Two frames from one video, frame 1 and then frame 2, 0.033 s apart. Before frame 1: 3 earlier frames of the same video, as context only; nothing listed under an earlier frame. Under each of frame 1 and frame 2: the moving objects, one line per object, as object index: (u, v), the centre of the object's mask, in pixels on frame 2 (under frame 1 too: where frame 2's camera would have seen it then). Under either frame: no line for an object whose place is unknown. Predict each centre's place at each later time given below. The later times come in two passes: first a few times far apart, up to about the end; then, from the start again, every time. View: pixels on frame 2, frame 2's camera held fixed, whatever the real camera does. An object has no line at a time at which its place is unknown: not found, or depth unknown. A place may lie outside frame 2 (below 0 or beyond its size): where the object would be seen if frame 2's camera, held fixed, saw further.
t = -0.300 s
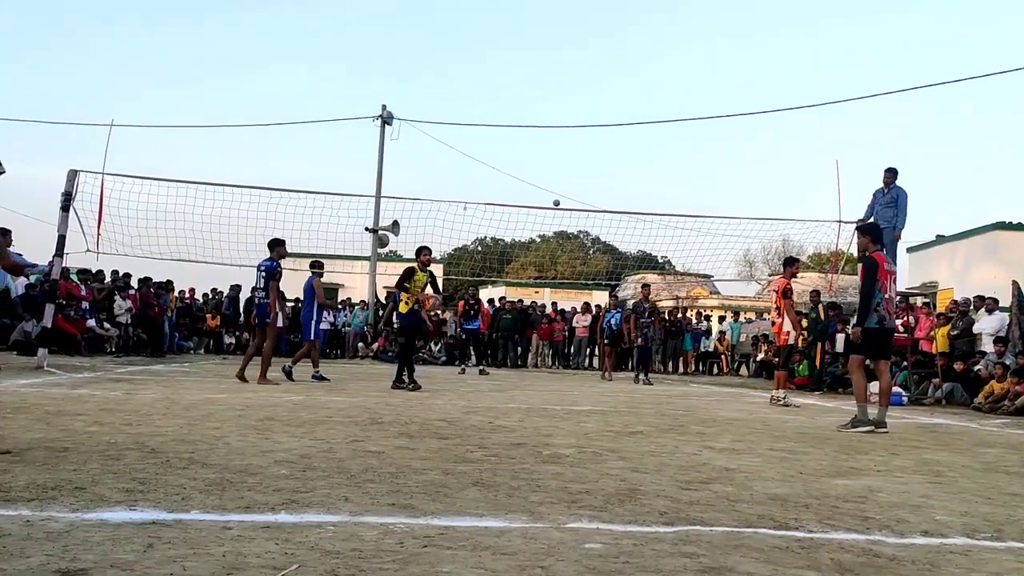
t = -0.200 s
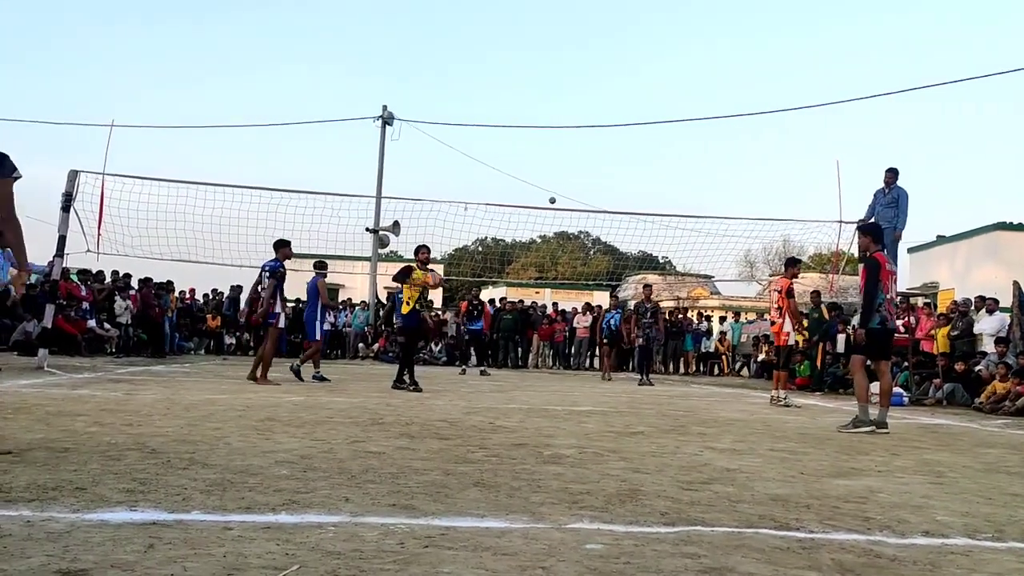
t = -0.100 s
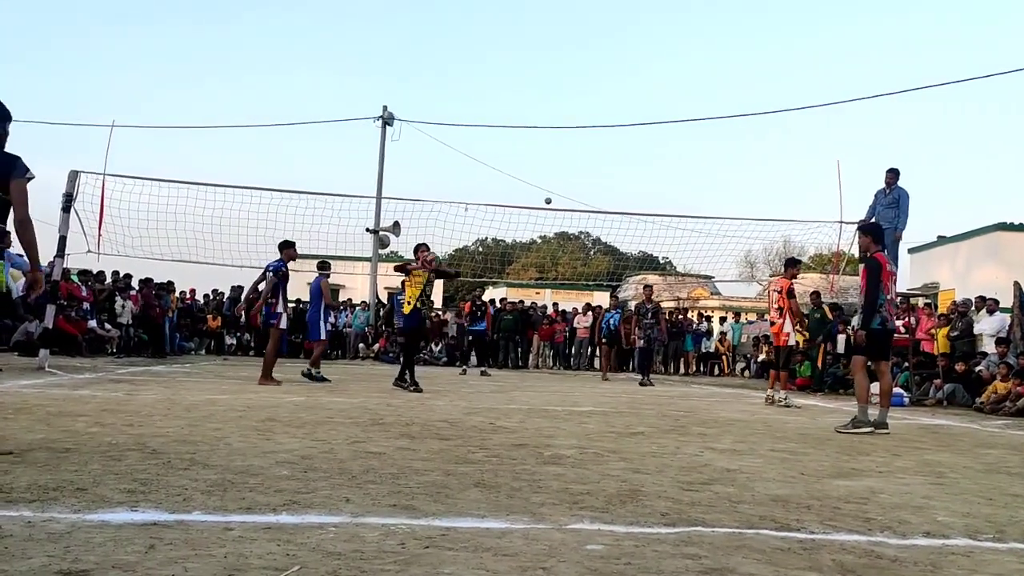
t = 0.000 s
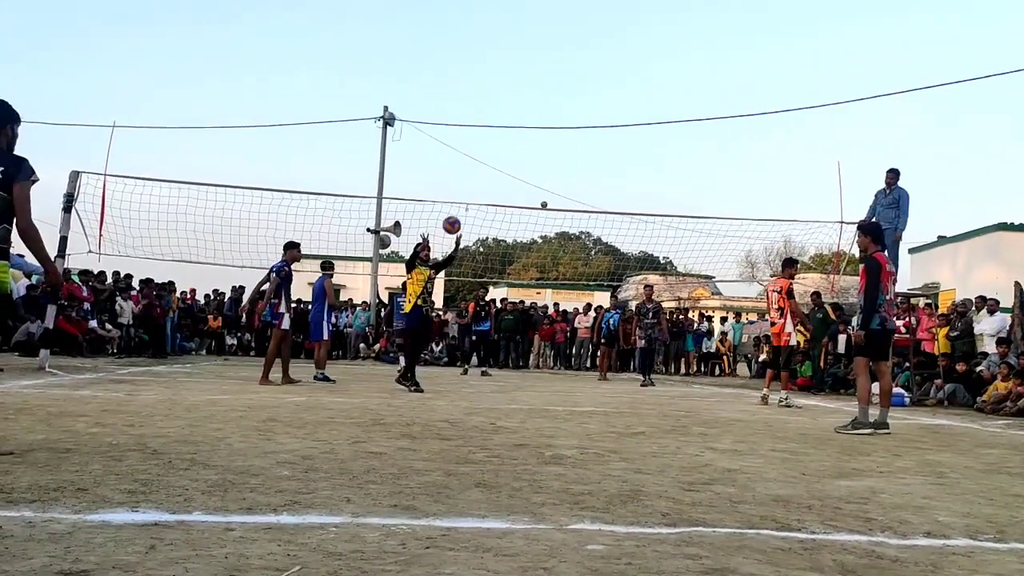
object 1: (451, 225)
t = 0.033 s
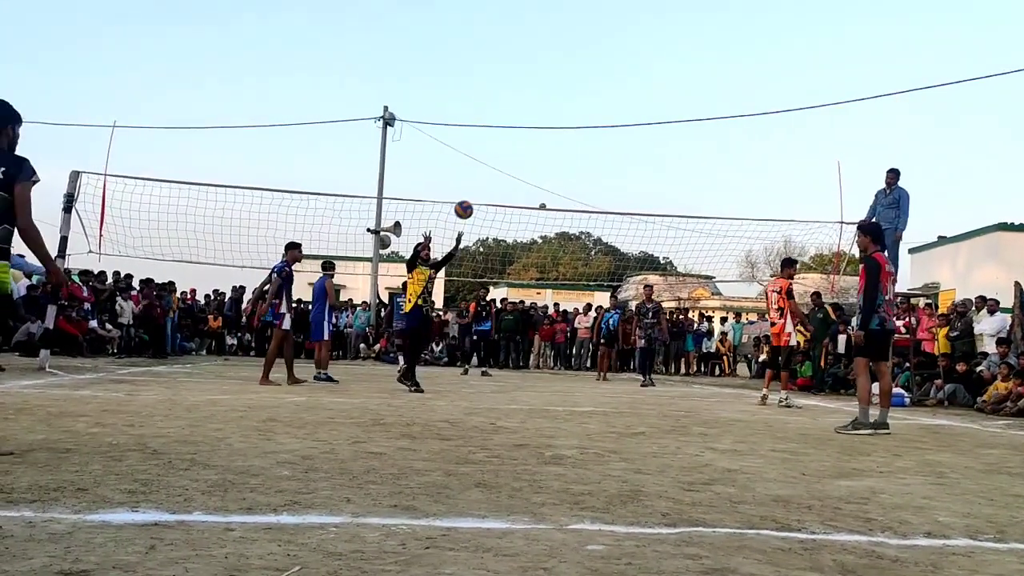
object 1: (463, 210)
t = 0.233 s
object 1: (544, 125)
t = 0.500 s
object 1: (691, 41)
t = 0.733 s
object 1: (889, 14)
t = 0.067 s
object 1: (476, 195)
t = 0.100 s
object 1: (489, 180)
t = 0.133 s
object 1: (502, 165)
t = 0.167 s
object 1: (515, 152)
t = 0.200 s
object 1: (529, 138)
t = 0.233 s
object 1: (544, 125)
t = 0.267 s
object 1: (559, 112)
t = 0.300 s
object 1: (575, 100)
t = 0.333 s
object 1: (592, 89)
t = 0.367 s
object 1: (610, 78)
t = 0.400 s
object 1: (628, 68)
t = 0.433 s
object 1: (648, 58)
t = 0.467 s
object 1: (669, 49)
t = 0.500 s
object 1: (691, 41)
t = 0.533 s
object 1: (714, 33)
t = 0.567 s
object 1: (739, 27)
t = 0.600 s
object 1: (766, 21)
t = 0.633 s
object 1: (793, 17)
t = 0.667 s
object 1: (823, 14)
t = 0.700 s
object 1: (855, 13)
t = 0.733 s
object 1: (889, 14)
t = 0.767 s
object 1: (926, 16)
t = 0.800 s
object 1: (965, 21)
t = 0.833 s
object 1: (1004, 29)
